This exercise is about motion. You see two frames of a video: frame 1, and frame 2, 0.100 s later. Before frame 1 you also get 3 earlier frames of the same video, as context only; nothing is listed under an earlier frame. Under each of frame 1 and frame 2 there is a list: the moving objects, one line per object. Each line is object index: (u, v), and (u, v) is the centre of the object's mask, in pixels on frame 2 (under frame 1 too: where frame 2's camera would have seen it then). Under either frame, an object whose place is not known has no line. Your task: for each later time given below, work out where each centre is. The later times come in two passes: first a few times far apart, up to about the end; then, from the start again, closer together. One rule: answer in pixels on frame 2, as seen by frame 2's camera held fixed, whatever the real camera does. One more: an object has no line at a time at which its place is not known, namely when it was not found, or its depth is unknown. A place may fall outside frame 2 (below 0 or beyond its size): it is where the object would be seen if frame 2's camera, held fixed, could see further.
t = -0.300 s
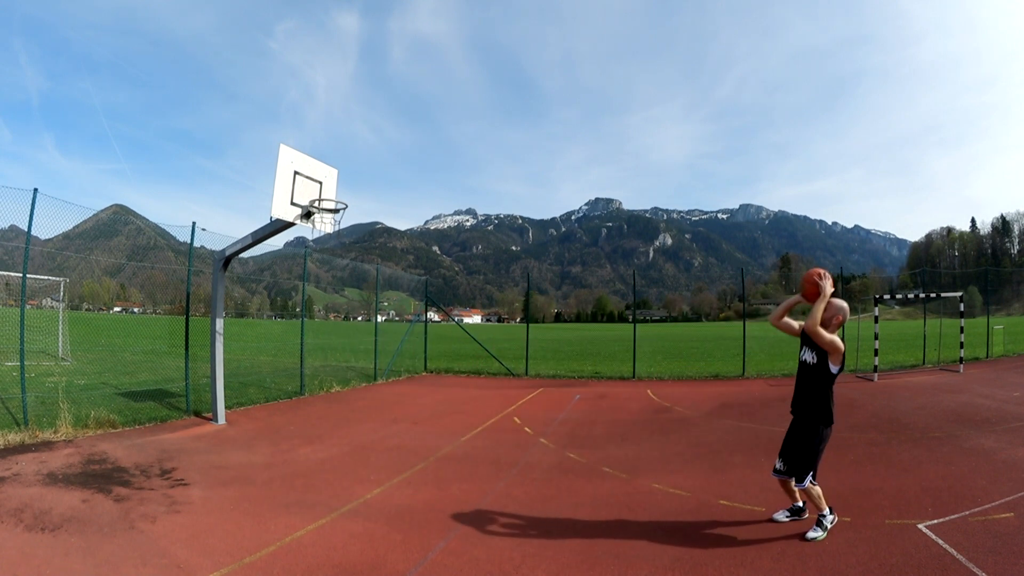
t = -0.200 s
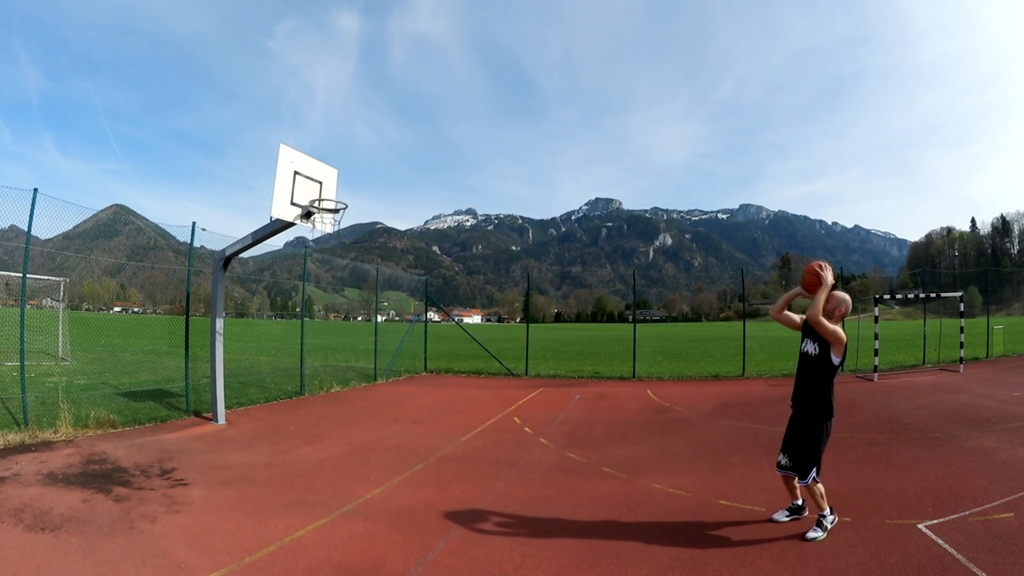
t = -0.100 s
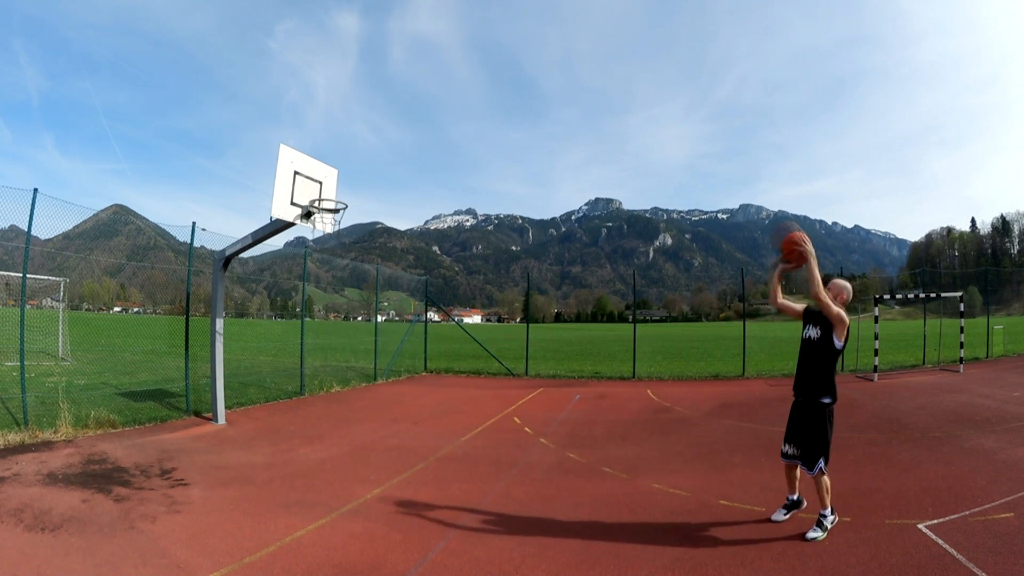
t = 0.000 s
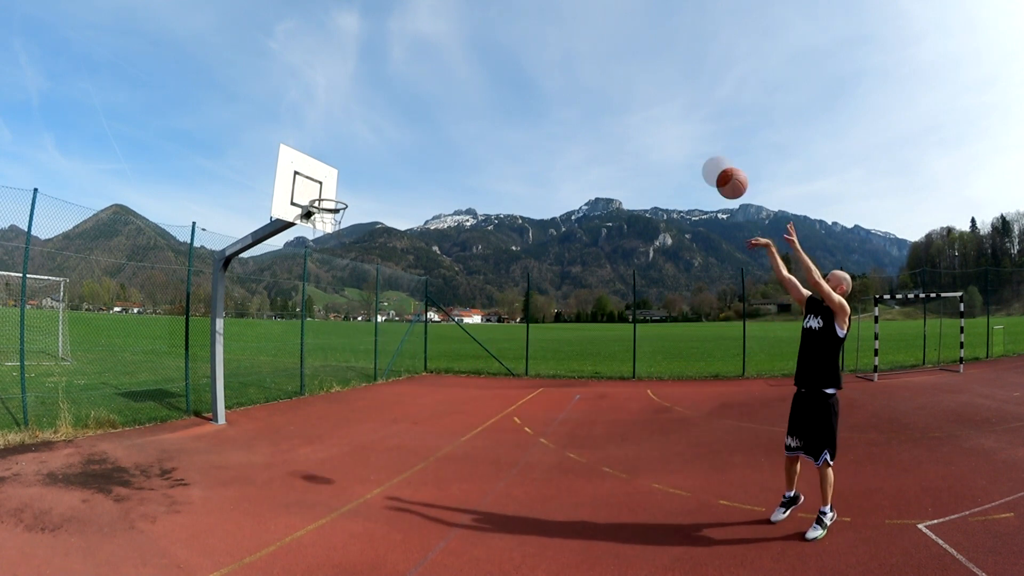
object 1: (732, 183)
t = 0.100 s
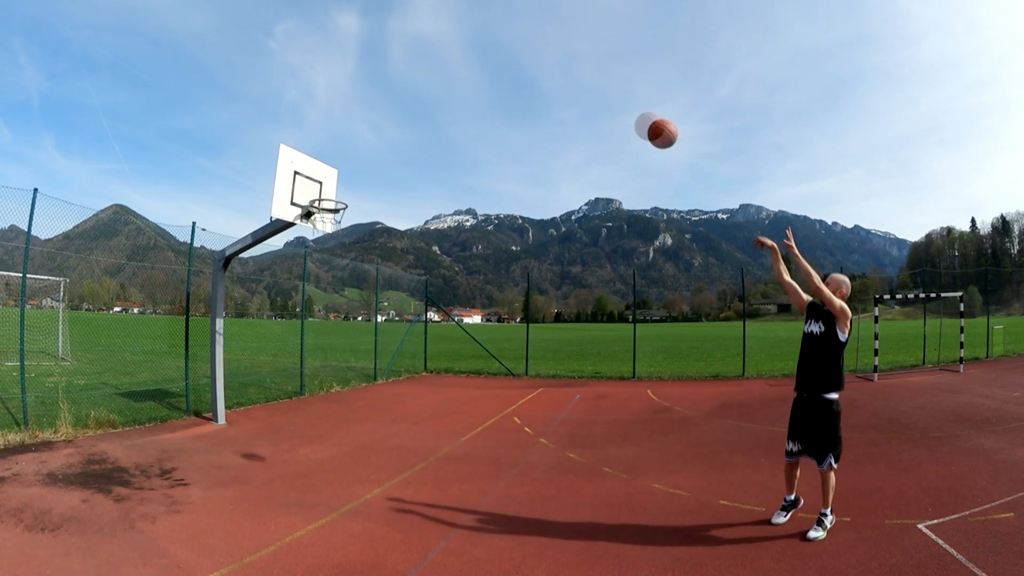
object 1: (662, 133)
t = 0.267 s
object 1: (561, 91)
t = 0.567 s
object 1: (428, 102)
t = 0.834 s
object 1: (341, 171)
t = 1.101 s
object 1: (332, 194)
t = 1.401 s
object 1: (391, 229)
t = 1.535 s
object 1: (415, 260)
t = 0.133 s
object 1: (637, 119)
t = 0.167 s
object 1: (619, 110)
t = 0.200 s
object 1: (600, 103)
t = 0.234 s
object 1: (577, 95)
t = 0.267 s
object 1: (561, 91)
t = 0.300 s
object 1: (545, 87)
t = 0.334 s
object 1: (526, 85)
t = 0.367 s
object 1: (511, 84)
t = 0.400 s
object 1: (498, 85)
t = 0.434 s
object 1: (480, 86)
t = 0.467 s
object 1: (467, 89)
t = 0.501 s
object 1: (456, 91)
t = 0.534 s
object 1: (440, 96)
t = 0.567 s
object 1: (428, 102)
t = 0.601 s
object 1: (418, 107)
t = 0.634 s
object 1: (404, 115)
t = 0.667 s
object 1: (393, 122)
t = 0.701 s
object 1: (383, 129)
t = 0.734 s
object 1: (371, 139)
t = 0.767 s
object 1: (361, 149)
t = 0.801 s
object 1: (352, 158)
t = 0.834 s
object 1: (341, 171)
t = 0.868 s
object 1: (332, 182)
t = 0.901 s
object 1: (324, 191)
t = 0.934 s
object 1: (322, 192)
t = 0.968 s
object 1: (321, 193)
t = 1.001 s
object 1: (319, 195)
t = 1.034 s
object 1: (319, 196)
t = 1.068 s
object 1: (327, 195)
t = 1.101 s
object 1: (332, 194)
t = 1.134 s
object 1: (340, 194)
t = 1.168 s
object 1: (347, 196)
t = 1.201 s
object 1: (352, 198)
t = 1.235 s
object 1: (359, 202)
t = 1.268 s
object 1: (366, 206)
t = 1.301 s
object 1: (372, 210)
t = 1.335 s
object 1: (379, 216)
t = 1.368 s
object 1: (386, 222)
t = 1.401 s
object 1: (391, 229)
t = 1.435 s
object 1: (399, 238)
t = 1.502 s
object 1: (410, 253)
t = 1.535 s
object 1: (415, 260)
